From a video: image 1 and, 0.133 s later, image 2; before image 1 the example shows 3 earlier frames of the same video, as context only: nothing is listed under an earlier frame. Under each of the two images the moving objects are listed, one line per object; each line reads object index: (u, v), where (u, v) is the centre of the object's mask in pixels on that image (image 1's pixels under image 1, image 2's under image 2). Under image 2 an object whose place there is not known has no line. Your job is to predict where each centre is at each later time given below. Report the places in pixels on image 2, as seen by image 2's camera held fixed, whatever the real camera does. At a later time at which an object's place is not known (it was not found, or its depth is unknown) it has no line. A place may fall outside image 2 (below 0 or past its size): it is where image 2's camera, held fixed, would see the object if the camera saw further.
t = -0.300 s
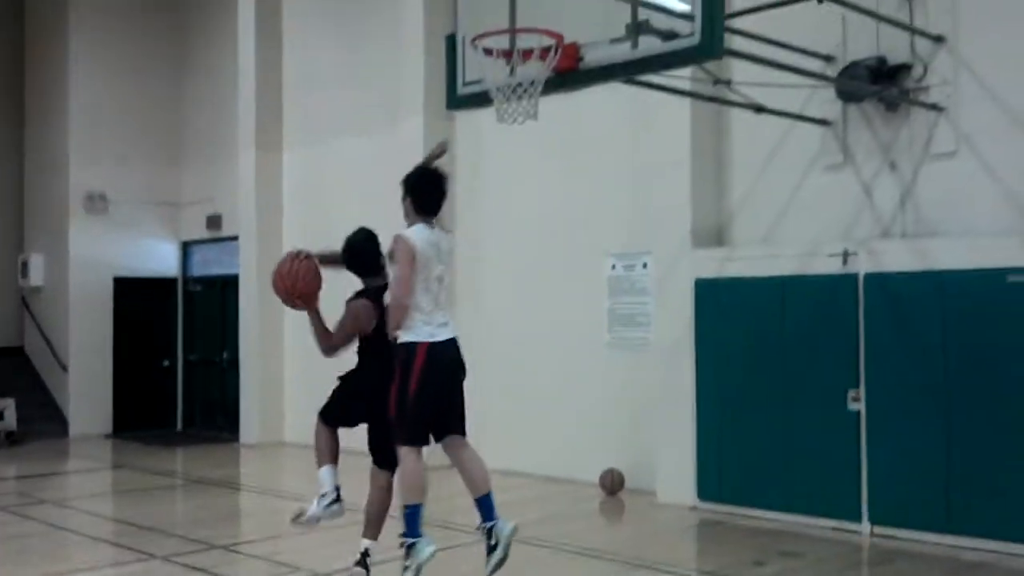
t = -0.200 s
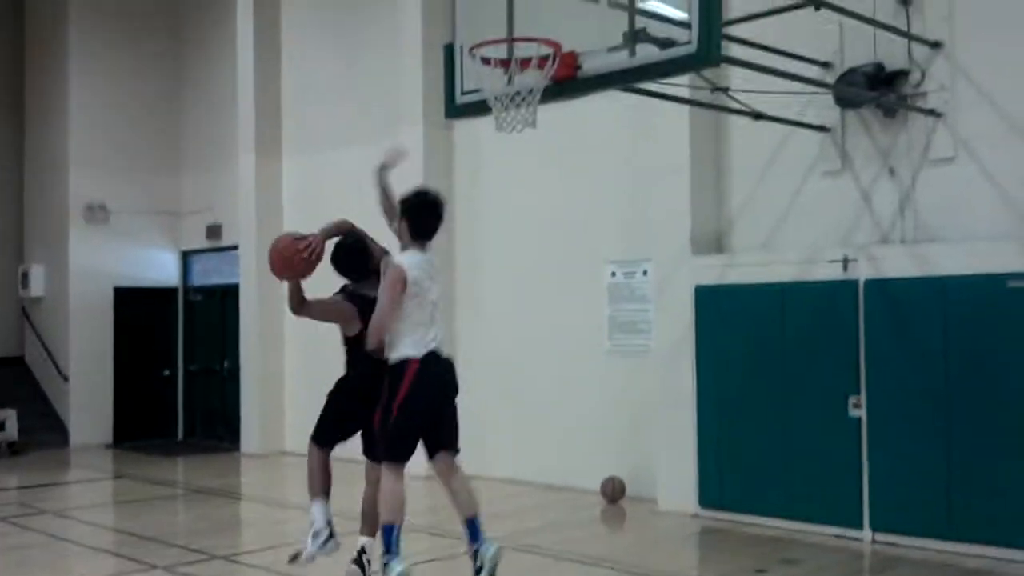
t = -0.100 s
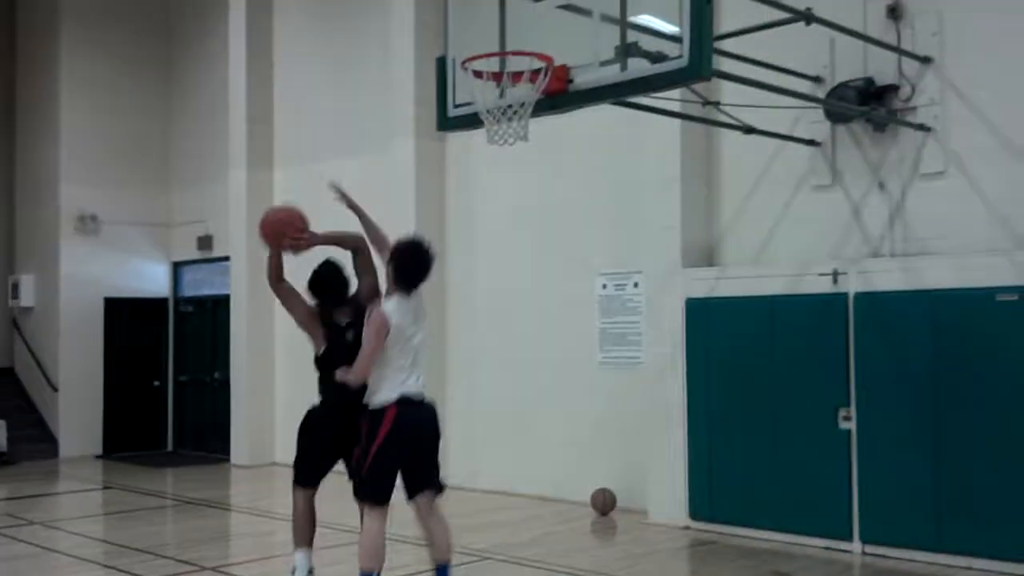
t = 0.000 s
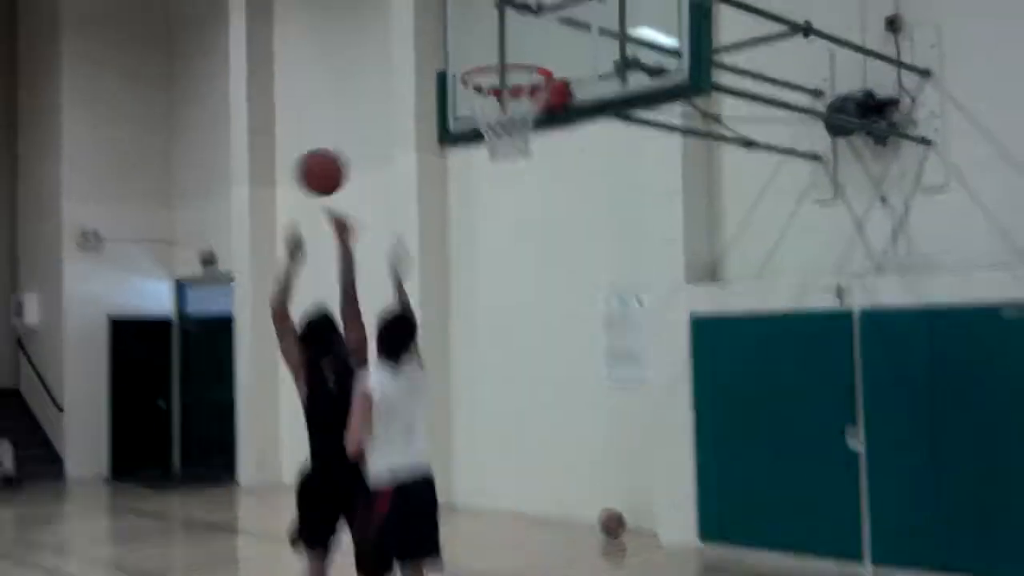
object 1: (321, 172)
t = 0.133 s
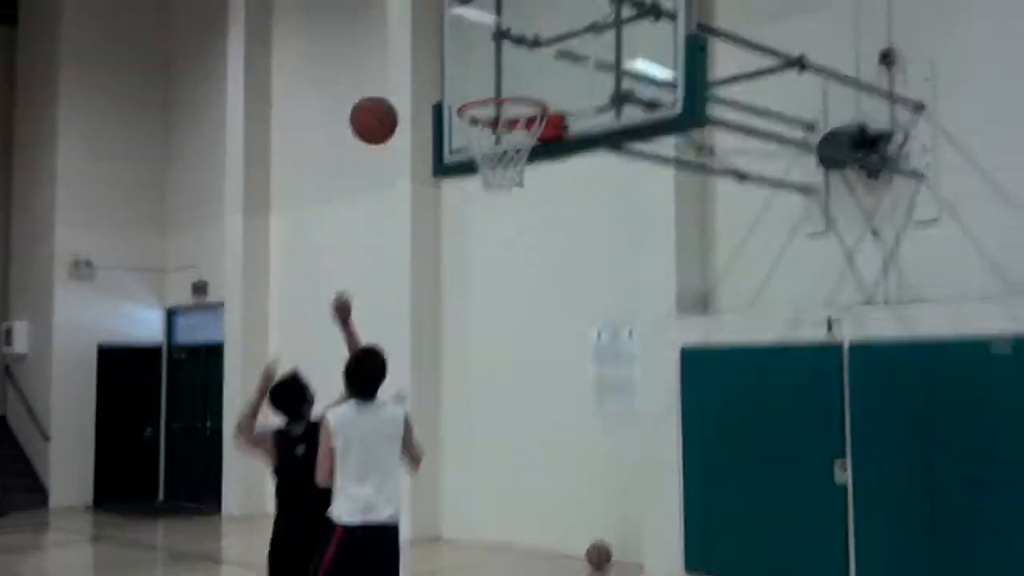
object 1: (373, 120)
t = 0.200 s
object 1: (398, 97)
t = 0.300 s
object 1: (445, 72)
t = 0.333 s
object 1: (457, 69)
